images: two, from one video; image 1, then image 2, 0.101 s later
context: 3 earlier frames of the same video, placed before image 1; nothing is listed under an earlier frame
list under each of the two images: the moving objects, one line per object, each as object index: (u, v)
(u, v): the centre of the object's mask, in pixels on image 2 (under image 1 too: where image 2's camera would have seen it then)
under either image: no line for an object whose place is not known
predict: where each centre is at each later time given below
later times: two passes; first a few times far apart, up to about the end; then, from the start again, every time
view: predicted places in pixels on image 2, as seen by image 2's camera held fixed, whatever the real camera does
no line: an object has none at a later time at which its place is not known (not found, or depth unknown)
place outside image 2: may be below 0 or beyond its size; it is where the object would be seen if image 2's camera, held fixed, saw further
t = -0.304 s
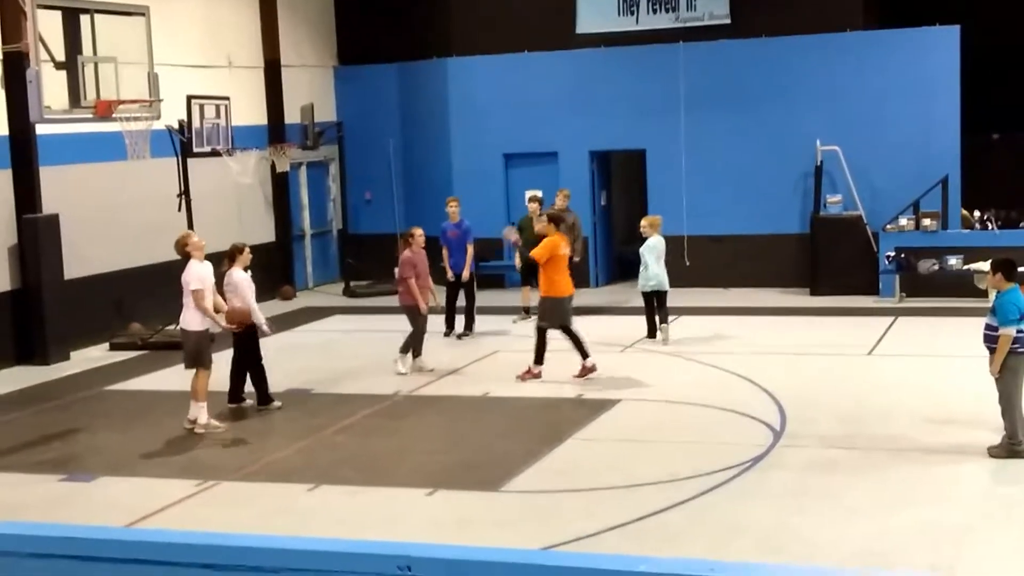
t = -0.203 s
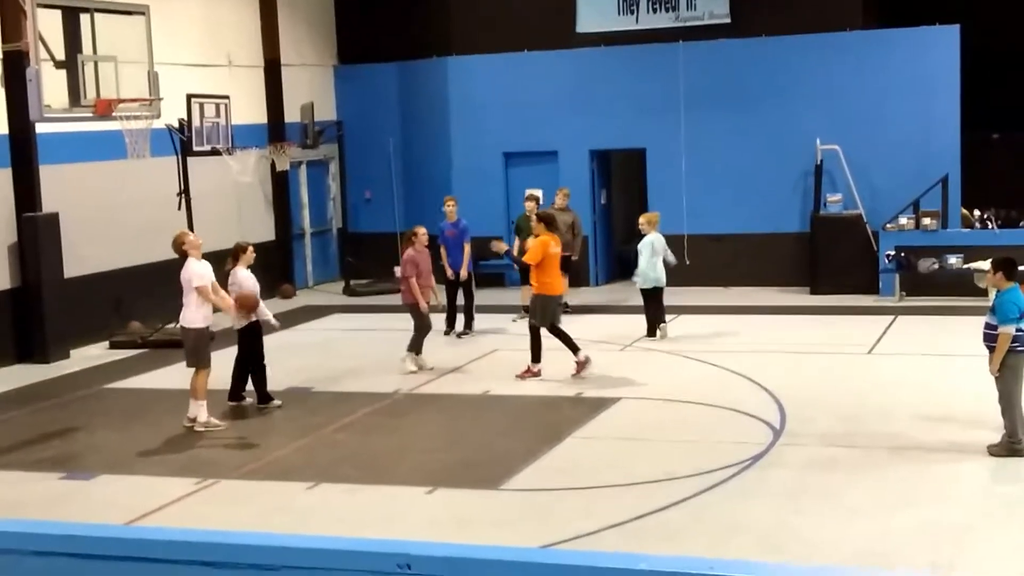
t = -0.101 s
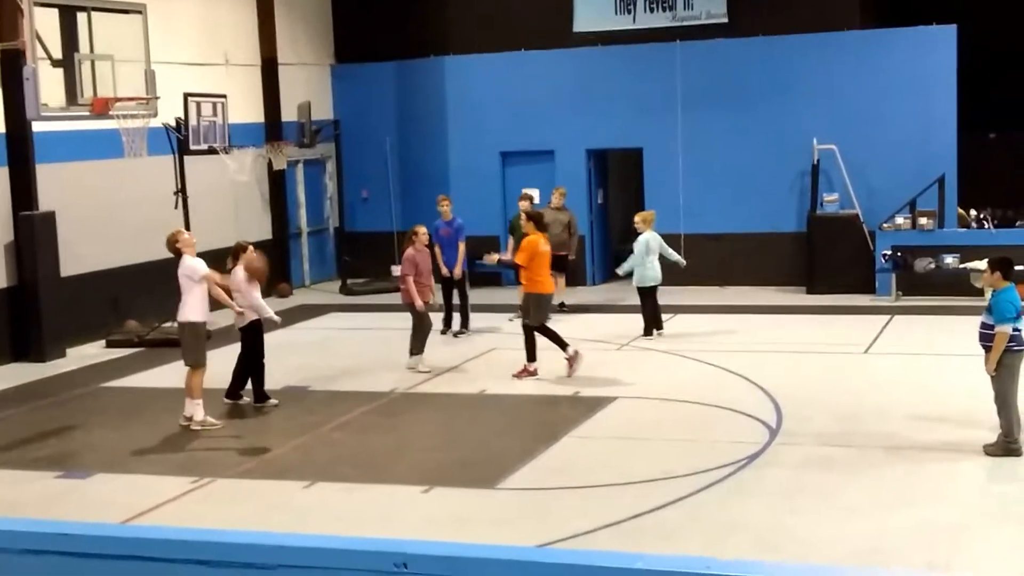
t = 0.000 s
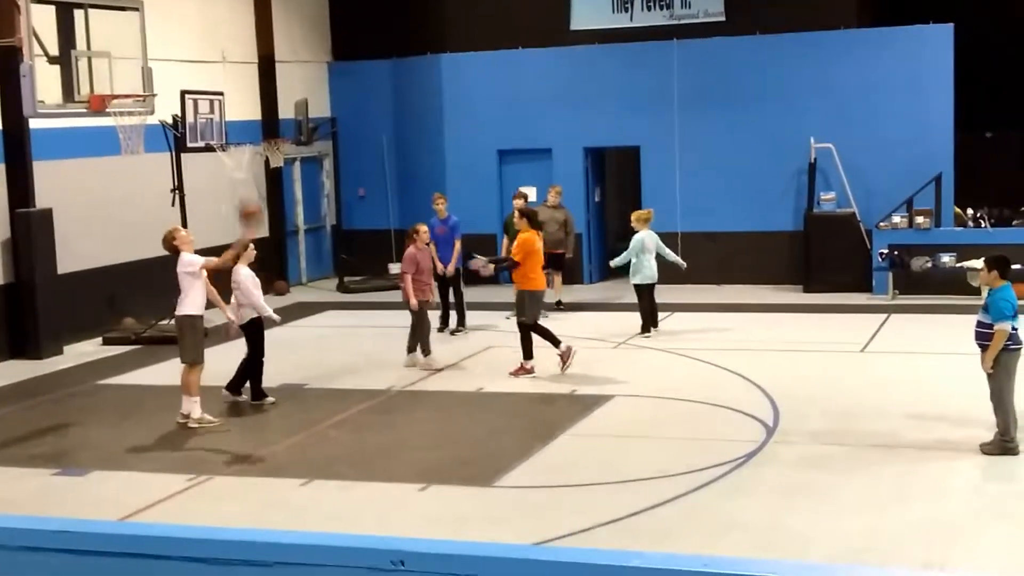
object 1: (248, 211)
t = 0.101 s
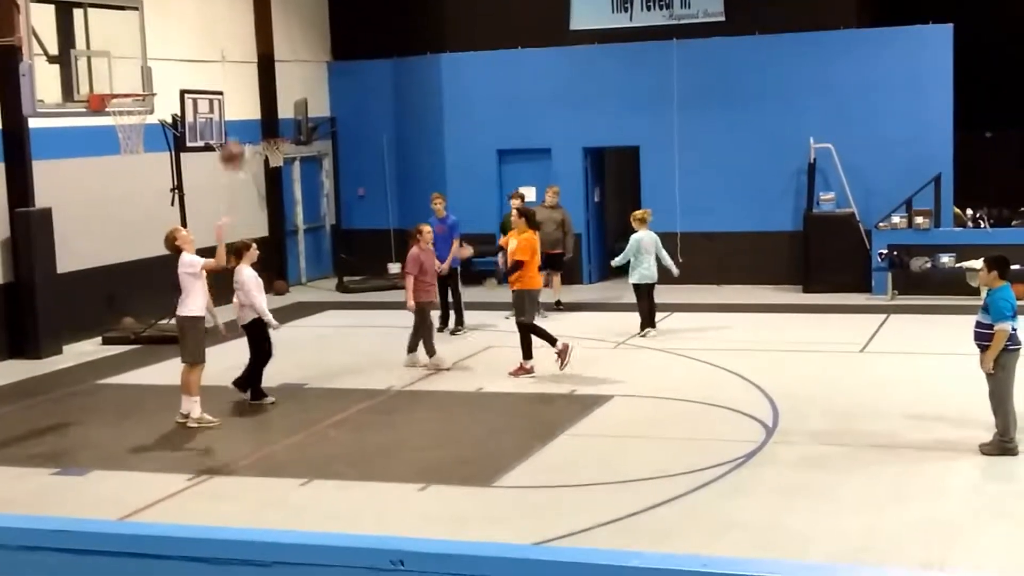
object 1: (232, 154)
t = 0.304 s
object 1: (199, 72)
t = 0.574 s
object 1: (163, 34)
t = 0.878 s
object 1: (128, 80)
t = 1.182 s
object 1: (130, 106)
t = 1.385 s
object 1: (133, 158)
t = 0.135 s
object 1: (226, 138)
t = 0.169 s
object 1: (222, 123)
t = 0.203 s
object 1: (216, 109)
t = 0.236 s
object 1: (210, 94)
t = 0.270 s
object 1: (205, 82)
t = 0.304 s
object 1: (199, 72)
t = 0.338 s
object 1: (194, 64)
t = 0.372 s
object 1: (190, 56)
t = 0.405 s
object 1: (185, 49)
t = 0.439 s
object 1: (180, 44)
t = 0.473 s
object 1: (176, 40)
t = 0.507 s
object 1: (171, 37)
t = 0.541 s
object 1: (167, 35)
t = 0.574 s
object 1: (163, 34)
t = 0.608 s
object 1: (158, 35)
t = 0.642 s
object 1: (154, 36)
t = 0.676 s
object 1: (151, 39)
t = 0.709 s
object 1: (146, 43)
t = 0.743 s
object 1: (143, 49)
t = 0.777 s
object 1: (139, 55)
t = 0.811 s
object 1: (135, 62)
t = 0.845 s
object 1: (132, 71)
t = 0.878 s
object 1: (128, 80)
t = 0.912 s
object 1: (128, 81)
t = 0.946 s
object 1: (128, 81)
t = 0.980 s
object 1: (127, 82)
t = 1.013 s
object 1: (128, 83)
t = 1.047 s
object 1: (128, 85)
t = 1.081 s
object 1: (128, 90)
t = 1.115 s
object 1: (128, 96)
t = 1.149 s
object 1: (128, 102)
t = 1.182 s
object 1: (130, 106)
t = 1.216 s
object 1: (129, 118)
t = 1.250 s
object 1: (131, 125)
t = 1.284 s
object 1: (132, 131)
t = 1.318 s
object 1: (133, 139)
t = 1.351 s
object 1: (133, 149)
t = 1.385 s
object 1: (133, 158)
